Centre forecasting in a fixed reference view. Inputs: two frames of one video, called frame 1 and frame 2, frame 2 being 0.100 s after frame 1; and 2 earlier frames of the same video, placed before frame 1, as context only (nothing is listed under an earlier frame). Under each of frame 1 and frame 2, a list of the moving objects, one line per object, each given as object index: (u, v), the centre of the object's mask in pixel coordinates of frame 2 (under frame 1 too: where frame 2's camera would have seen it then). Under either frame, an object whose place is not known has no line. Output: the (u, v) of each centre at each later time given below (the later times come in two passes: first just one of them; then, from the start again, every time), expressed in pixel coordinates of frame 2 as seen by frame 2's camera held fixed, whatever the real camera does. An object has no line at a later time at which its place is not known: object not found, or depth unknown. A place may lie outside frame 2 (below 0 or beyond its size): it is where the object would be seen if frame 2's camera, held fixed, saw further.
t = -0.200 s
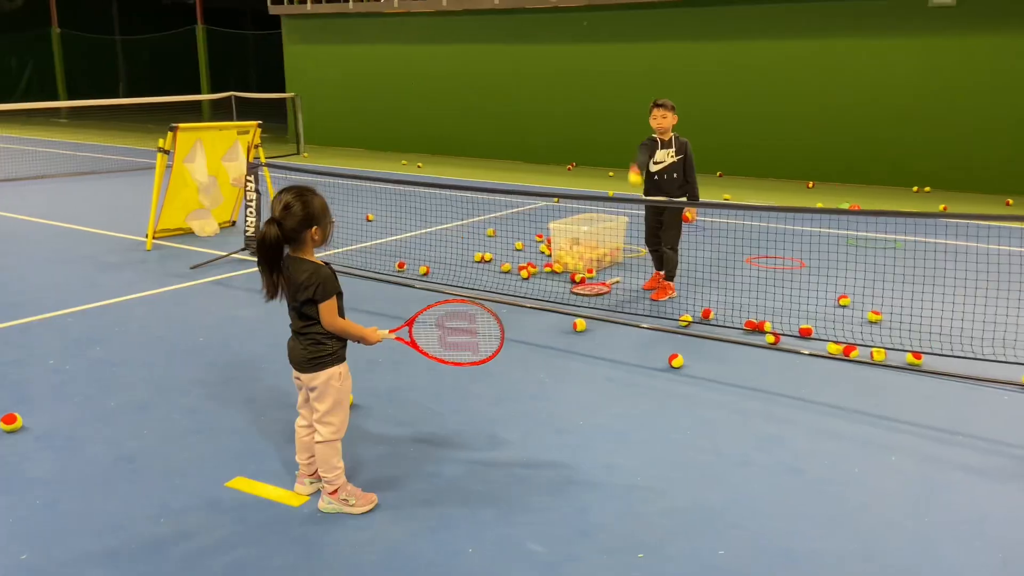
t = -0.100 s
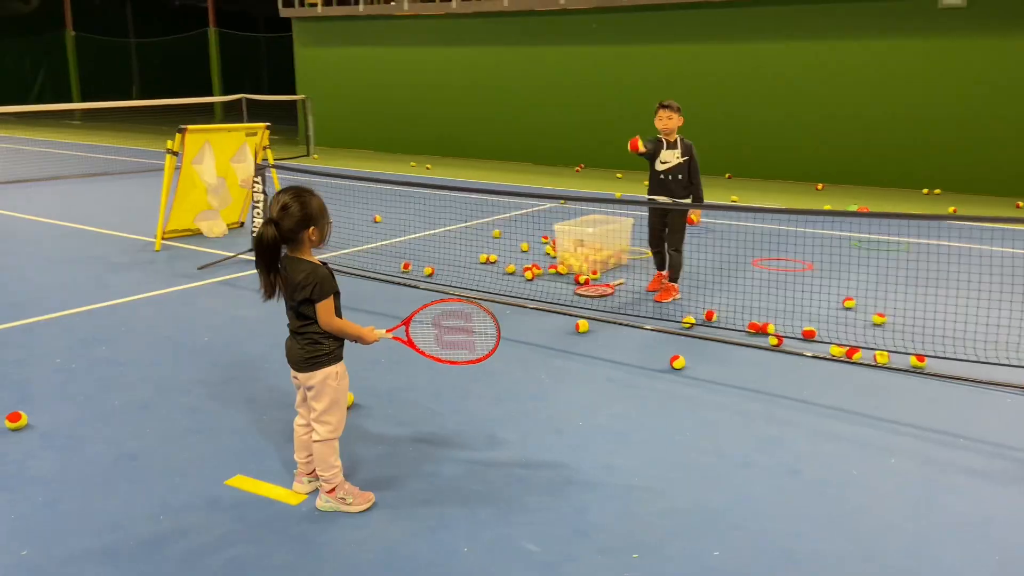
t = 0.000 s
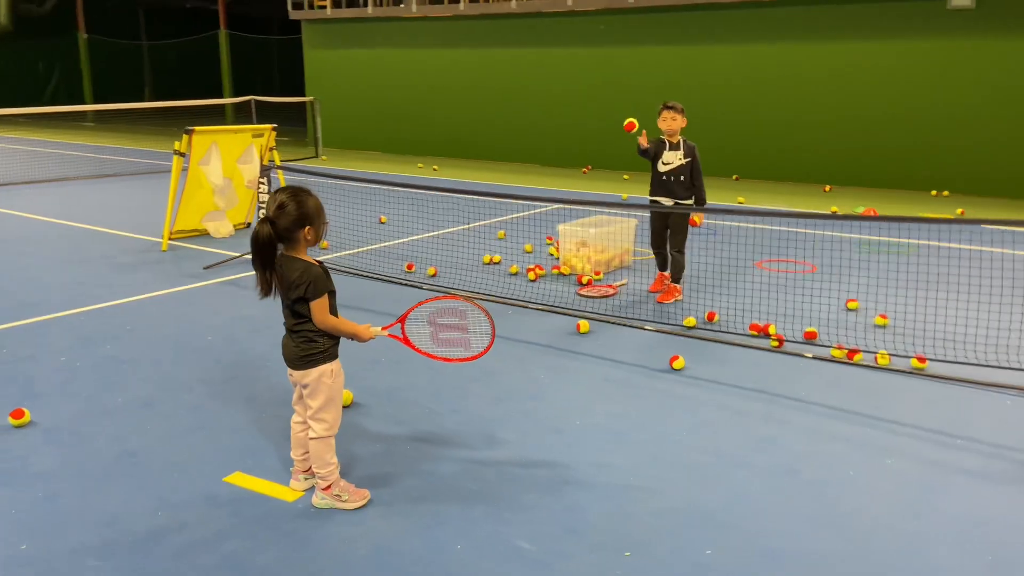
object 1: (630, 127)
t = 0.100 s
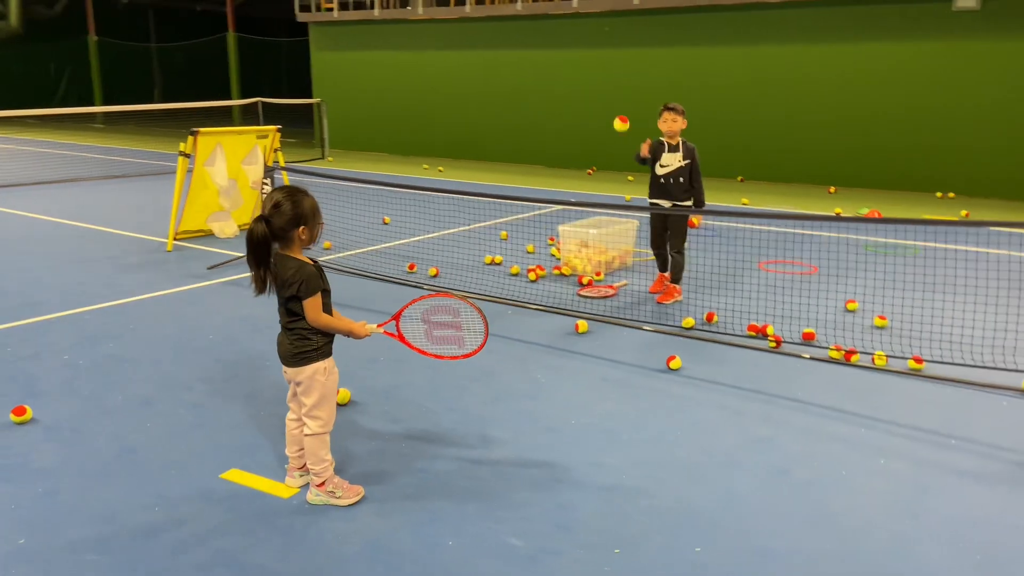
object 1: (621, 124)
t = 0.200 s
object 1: (609, 142)
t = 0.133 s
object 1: (618, 127)
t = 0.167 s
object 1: (614, 133)
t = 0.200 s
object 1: (609, 142)
